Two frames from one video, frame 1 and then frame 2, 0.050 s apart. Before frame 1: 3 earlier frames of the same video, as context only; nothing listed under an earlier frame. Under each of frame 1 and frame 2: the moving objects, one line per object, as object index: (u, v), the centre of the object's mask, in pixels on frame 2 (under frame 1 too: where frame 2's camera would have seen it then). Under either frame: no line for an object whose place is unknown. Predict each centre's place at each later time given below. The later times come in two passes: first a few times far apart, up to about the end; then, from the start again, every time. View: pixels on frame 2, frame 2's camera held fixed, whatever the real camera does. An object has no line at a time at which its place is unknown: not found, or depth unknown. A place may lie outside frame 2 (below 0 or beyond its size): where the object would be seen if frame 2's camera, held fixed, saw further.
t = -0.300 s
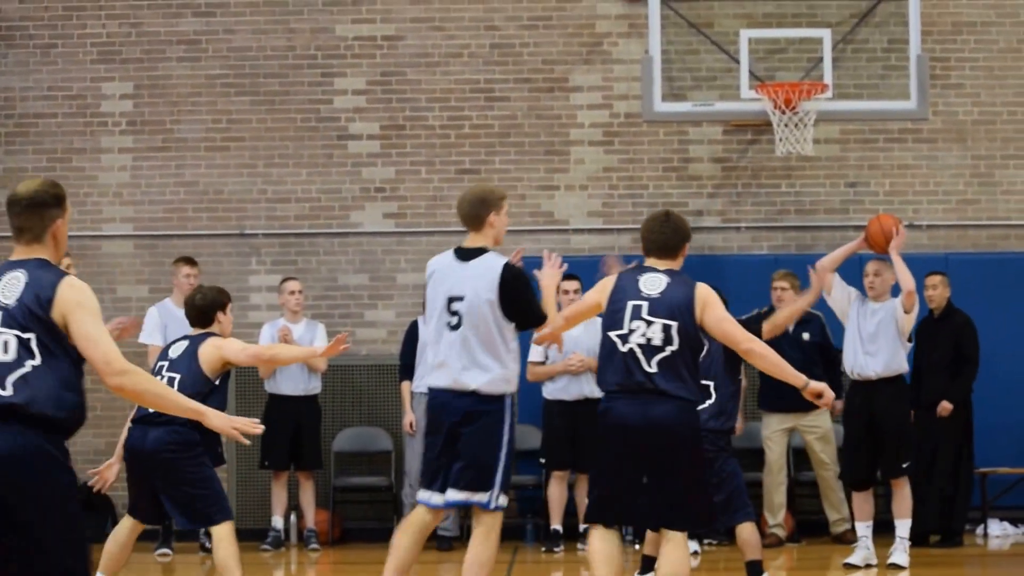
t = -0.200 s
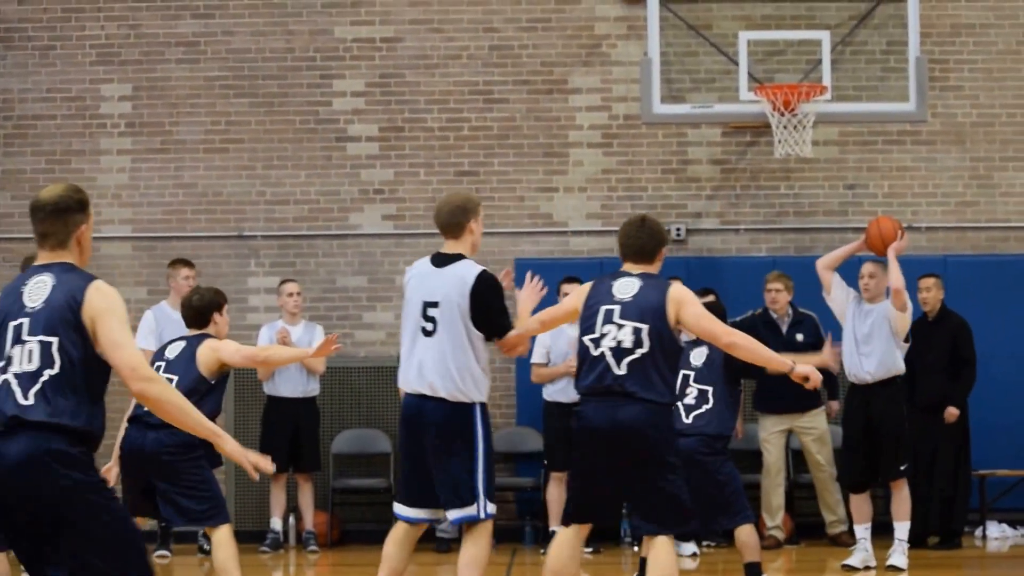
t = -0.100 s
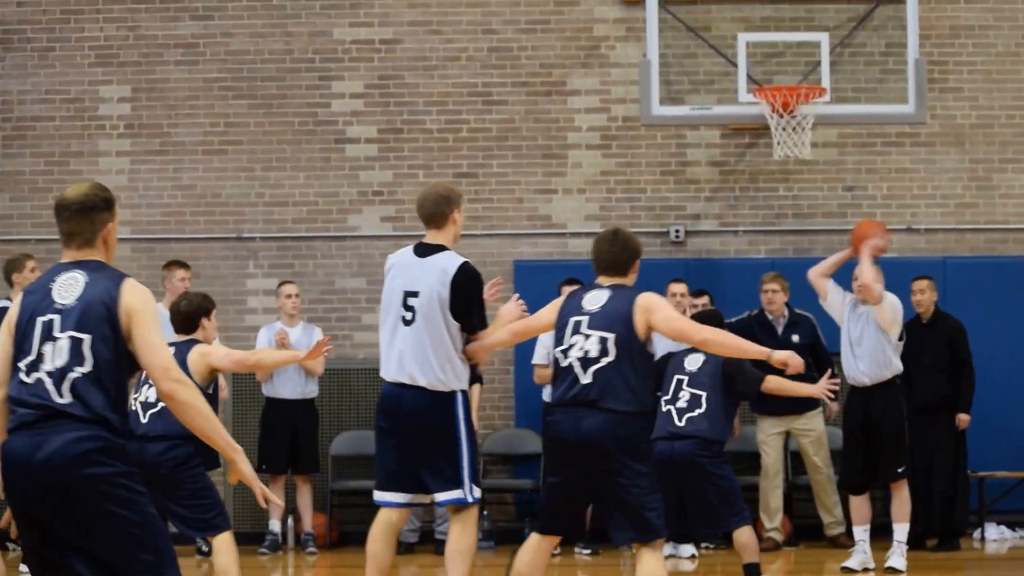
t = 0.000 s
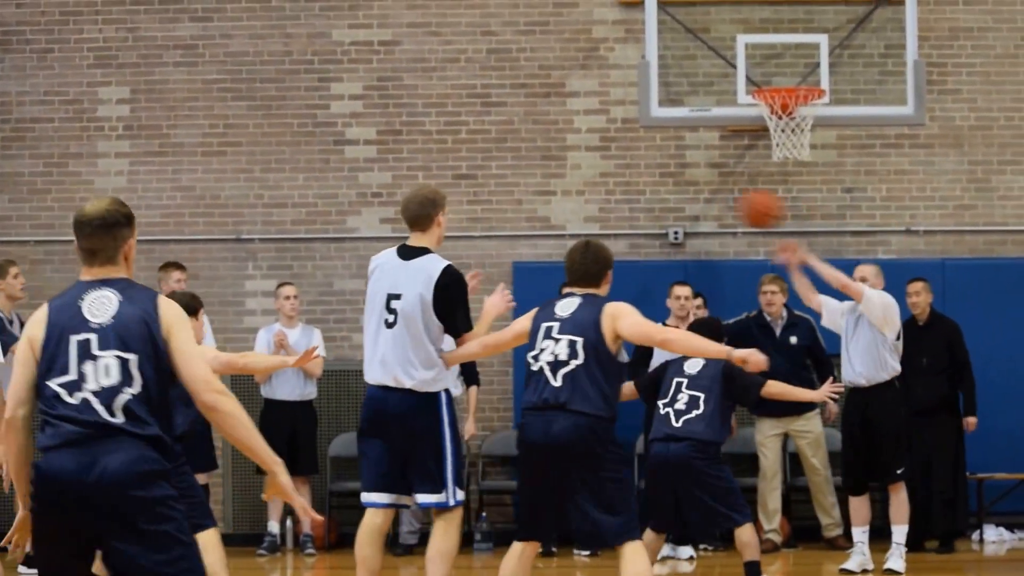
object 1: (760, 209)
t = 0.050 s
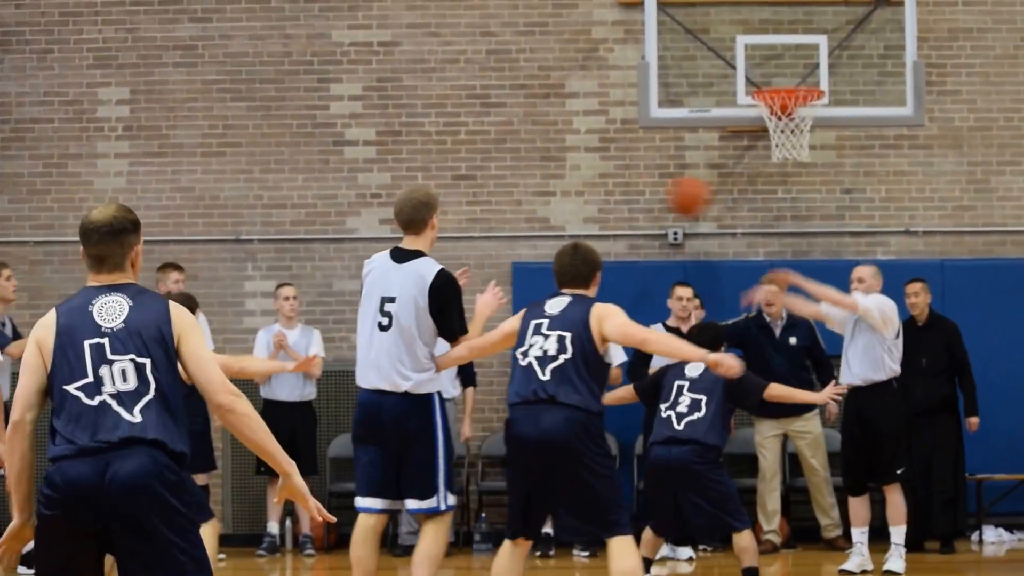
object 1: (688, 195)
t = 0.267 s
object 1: (380, 184)
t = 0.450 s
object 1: (133, 241)
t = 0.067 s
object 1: (666, 193)
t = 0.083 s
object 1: (642, 190)
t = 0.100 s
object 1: (617, 187)
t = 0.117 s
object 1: (593, 186)
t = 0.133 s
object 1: (570, 184)
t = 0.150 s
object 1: (546, 183)
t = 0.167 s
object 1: (524, 183)
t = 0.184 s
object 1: (500, 182)
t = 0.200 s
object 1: (476, 183)
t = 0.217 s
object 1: (453, 184)
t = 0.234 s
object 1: (432, 184)
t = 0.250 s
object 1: (410, 180)
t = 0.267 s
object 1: (380, 184)
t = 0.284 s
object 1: (358, 192)
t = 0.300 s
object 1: (337, 195)
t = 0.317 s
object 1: (314, 199)
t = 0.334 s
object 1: (292, 202)
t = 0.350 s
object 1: (268, 207)
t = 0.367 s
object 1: (245, 212)
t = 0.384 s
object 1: (223, 217)
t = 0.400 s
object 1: (201, 222)
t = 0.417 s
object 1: (178, 227)
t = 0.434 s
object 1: (156, 234)
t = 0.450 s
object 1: (133, 241)
